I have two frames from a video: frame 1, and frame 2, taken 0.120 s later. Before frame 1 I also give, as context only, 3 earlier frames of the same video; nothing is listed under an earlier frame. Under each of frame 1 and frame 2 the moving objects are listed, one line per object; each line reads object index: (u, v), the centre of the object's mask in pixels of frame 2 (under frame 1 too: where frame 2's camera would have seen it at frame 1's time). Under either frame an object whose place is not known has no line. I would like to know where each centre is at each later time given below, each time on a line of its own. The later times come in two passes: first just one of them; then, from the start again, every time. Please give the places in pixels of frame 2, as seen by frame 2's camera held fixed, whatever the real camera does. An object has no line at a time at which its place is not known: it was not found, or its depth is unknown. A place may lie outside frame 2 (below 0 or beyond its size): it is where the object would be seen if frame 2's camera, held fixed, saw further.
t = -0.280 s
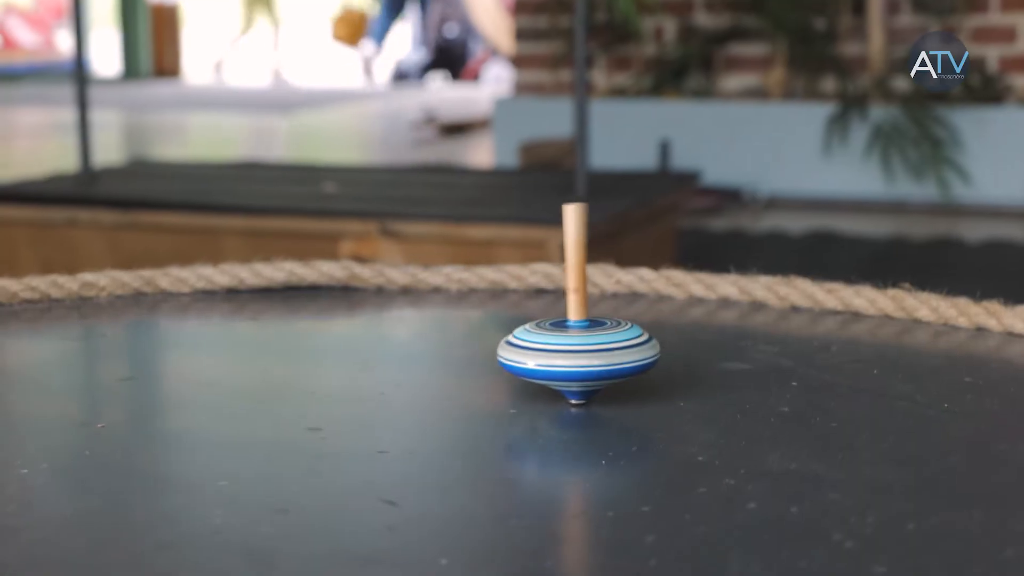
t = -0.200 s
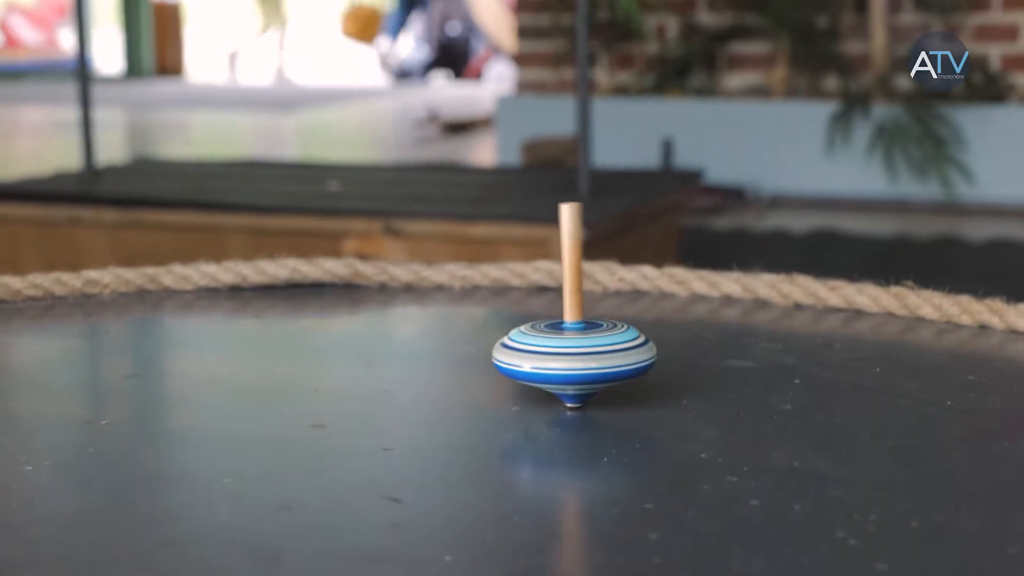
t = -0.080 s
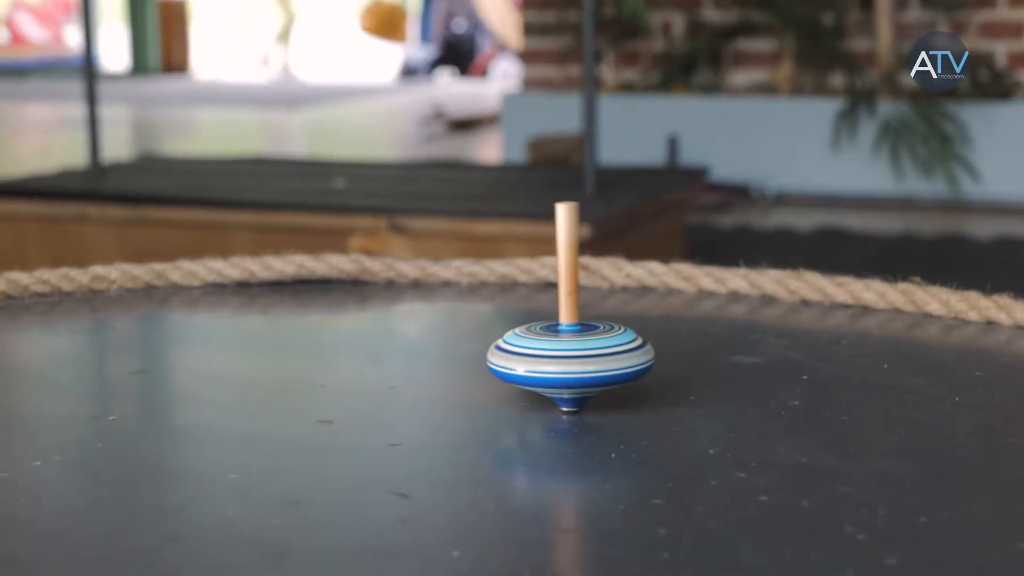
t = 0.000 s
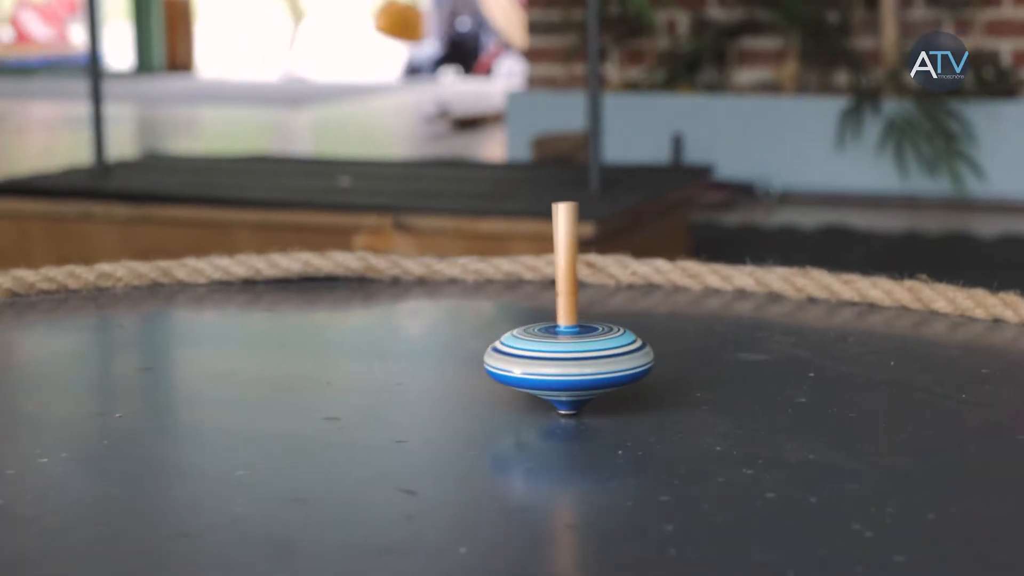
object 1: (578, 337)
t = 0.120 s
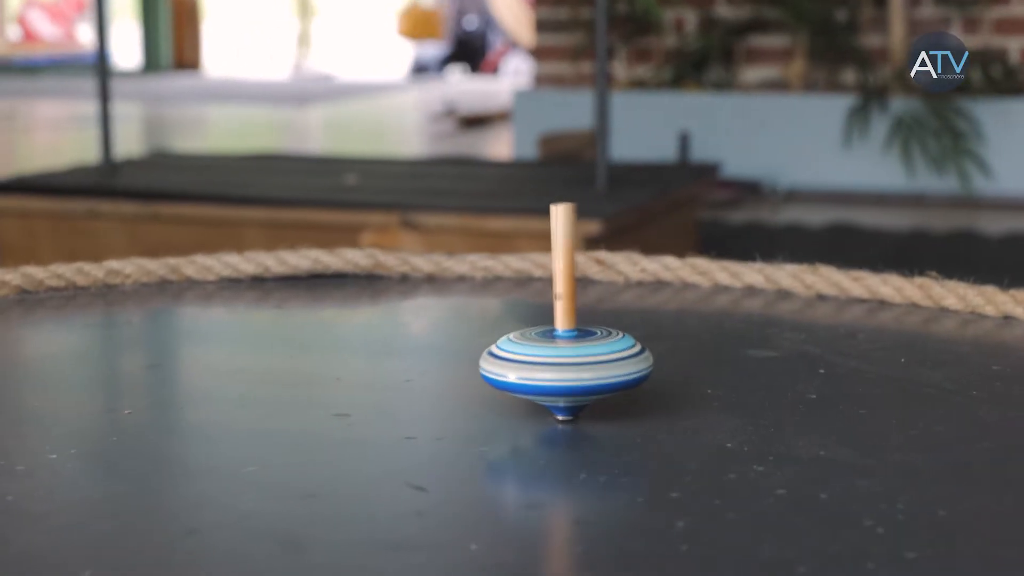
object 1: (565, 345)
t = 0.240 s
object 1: (551, 352)
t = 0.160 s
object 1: (561, 348)
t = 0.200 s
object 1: (556, 351)
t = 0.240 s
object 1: (551, 352)
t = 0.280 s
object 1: (546, 354)
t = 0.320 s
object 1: (541, 357)
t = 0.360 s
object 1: (535, 360)
